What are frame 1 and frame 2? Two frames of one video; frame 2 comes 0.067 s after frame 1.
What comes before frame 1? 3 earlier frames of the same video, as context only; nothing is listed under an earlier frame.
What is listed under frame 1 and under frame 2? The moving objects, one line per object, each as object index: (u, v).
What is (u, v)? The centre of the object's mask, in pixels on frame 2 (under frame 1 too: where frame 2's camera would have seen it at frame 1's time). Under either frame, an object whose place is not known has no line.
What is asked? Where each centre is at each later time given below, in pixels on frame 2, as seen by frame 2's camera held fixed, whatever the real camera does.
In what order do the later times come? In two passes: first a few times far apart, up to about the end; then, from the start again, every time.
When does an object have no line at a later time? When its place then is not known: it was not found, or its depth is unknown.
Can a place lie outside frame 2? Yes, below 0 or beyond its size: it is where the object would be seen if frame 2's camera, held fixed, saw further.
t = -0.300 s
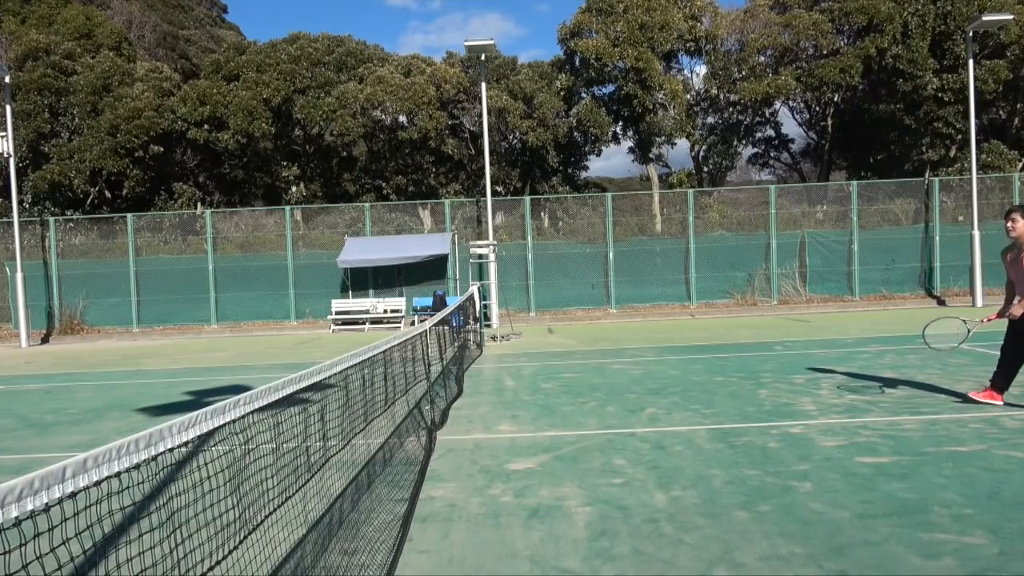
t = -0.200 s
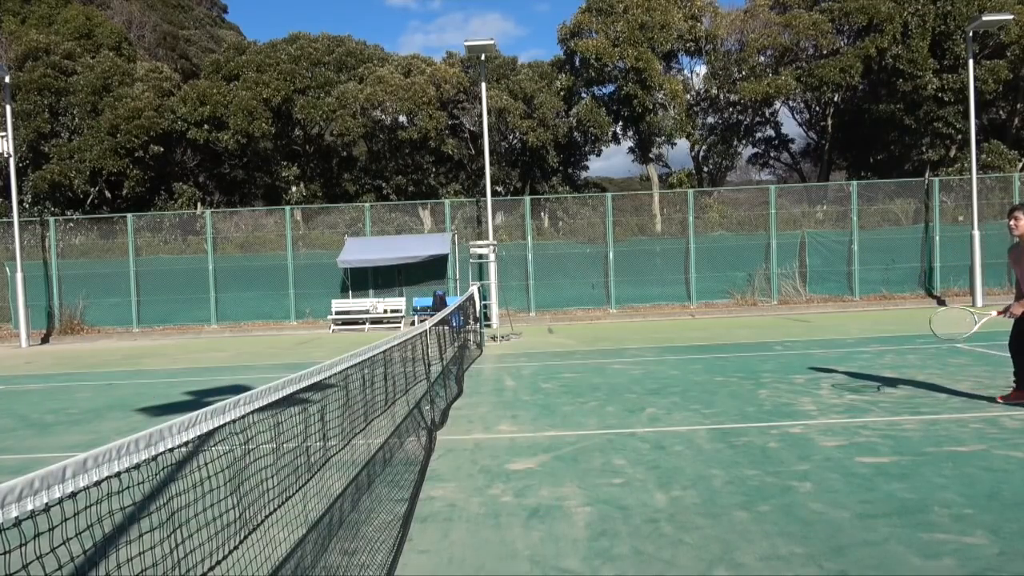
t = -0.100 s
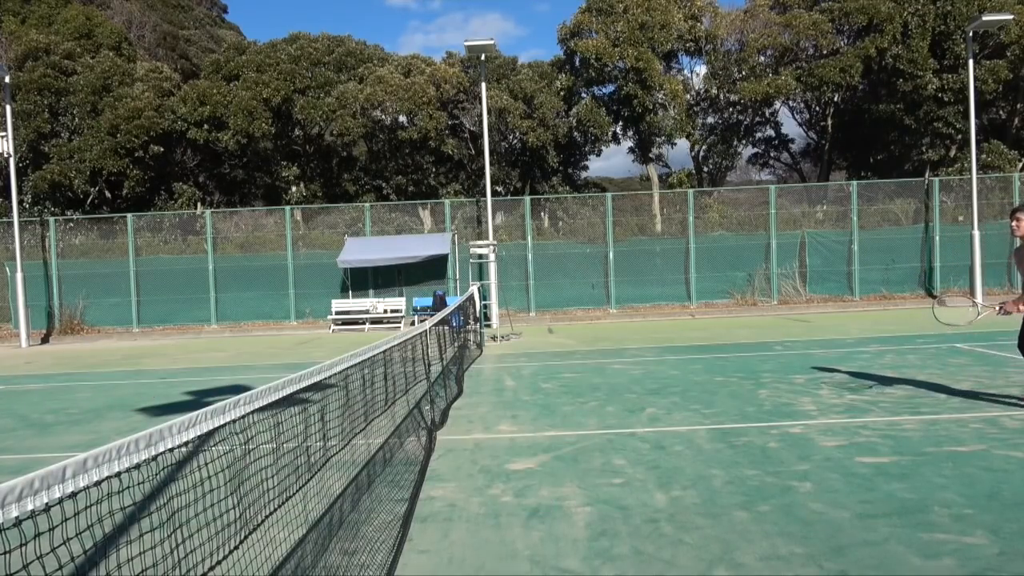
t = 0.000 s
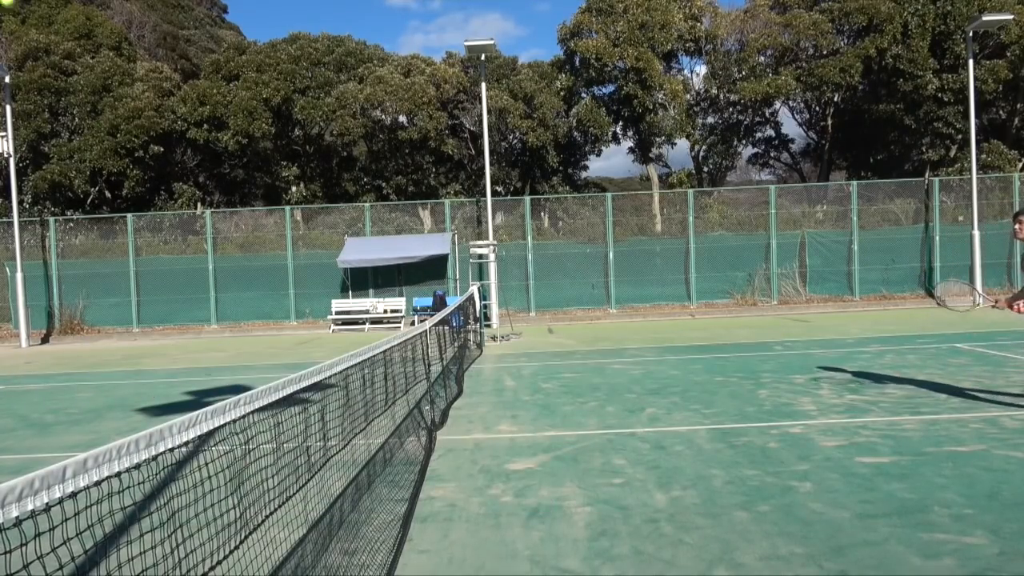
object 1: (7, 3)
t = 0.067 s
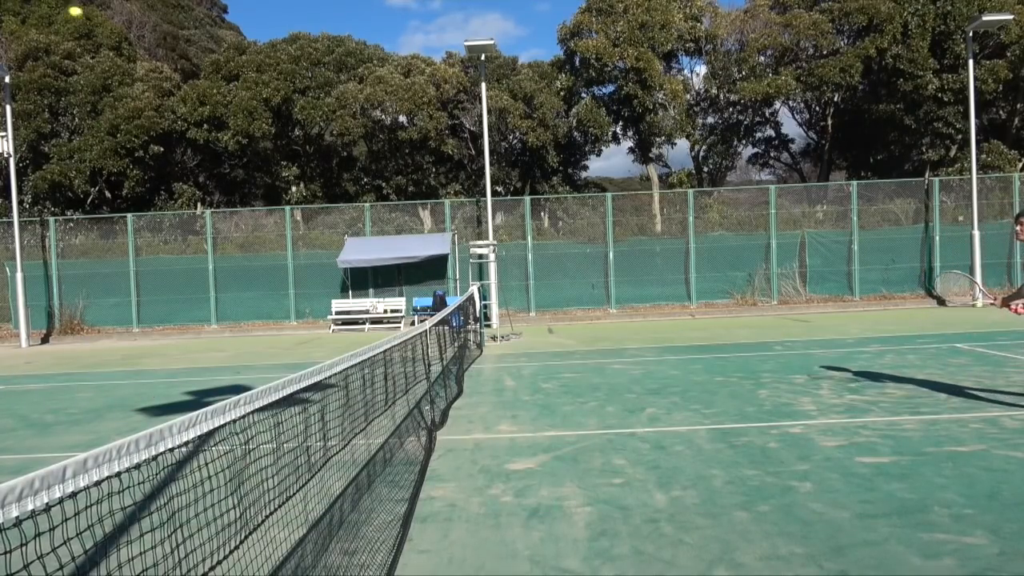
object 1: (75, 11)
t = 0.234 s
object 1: (233, 63)
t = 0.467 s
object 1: (425, 182)
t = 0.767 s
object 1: (630, 396)
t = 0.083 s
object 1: (92, 15)
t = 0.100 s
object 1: (108, 19)
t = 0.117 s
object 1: (124, 23)
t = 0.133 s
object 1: (140, 29)
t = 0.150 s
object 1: (156, 33)
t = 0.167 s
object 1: (172, 39)
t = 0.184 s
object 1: (187, 44)
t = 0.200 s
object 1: (203, 50)
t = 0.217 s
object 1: (217, 56)
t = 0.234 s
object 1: (233, 63)
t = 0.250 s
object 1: (248, 70)
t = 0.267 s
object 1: (262, 77)
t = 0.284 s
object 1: (276, 84)
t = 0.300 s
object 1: (291, 92)
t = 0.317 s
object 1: (305, 99)
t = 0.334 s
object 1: (319, 108)
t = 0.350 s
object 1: (333, 116)
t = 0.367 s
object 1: (346, 124)
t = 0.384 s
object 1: (360, 134)
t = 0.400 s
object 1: (373, 143)
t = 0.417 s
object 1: (387, 152)
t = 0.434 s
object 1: (399, 162)
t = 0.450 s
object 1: (412, 172)
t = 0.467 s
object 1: (425, 182)
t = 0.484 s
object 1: (438, 192)
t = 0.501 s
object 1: (450, 202)
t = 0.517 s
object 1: (462, 213)
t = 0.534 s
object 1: (474, 224)
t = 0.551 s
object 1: (486, 235)
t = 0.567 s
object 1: (499, 247)
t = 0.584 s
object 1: (510, 258)
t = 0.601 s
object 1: (522, 270)
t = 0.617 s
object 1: (533, 281)
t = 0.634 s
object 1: (544, 294)
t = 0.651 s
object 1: (556, 306)
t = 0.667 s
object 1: (567, 319)
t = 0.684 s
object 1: (578, 332)
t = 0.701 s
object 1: (588, 344)
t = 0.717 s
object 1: (599, 357)
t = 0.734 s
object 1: (610, 370)
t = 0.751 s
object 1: (620, 383)
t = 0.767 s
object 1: (630, 396)
